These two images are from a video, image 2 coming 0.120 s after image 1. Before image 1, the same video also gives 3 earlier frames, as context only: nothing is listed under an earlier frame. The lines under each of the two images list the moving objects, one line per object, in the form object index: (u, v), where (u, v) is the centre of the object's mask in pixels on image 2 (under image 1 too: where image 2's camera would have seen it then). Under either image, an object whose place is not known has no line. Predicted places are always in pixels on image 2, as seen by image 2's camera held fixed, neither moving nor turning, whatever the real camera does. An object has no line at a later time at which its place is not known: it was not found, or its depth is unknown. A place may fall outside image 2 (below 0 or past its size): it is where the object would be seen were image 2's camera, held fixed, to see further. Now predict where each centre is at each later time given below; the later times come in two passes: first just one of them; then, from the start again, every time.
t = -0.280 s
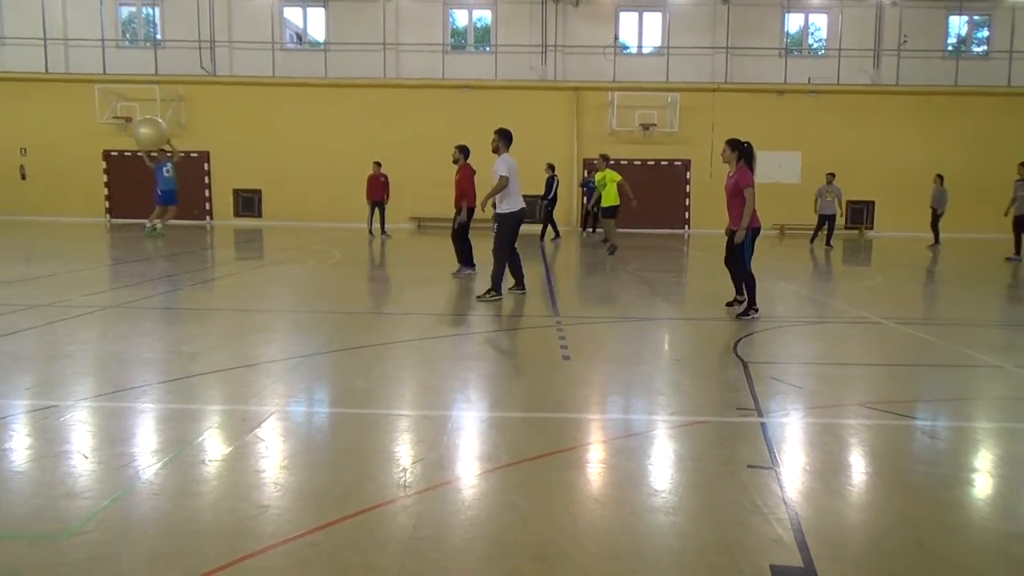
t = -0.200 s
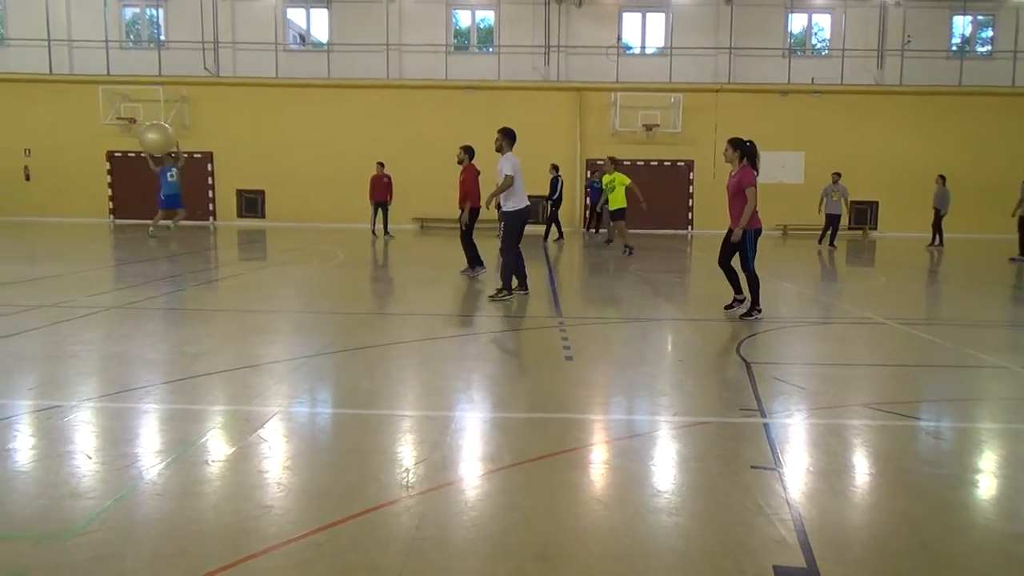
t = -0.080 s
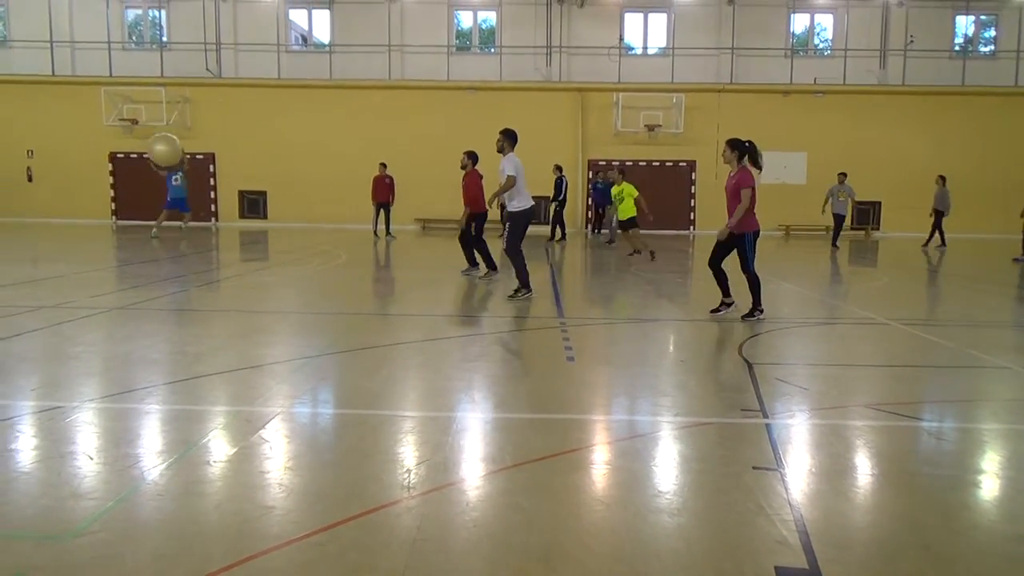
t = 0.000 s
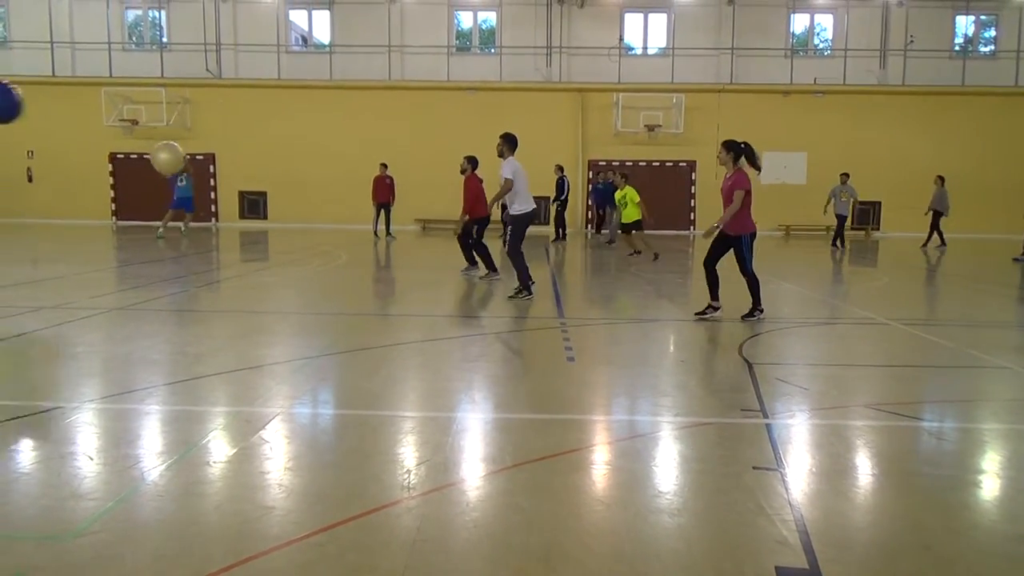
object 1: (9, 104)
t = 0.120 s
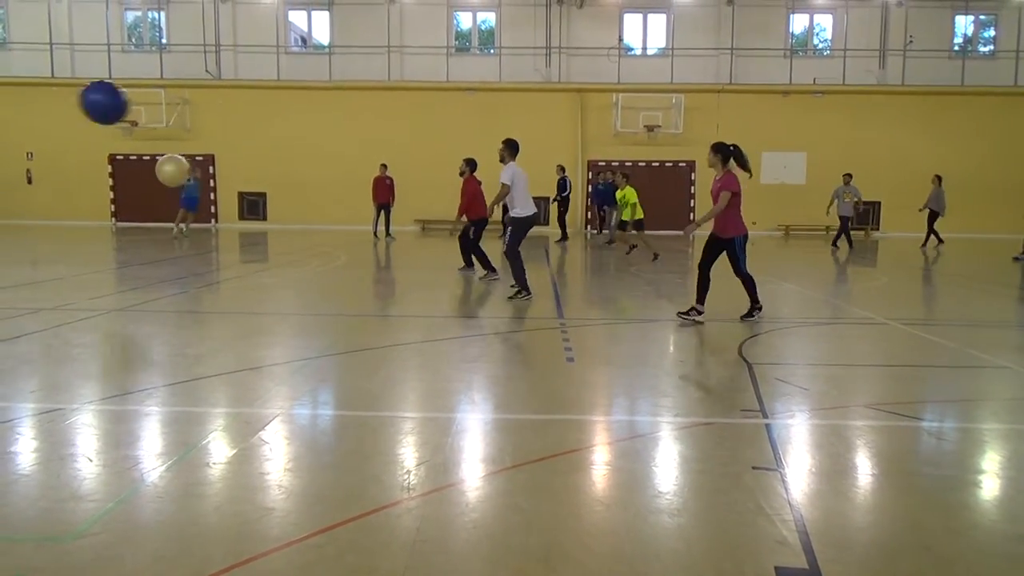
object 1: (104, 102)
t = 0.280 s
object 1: (232, 117)
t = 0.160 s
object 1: (138, 105)
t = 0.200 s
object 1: (171, 108)
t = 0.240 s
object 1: (201, 113)
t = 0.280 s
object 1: (232, 117)
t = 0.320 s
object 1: (261, 123)
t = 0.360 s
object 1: (289, 130)
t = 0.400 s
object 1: (316, 138)
